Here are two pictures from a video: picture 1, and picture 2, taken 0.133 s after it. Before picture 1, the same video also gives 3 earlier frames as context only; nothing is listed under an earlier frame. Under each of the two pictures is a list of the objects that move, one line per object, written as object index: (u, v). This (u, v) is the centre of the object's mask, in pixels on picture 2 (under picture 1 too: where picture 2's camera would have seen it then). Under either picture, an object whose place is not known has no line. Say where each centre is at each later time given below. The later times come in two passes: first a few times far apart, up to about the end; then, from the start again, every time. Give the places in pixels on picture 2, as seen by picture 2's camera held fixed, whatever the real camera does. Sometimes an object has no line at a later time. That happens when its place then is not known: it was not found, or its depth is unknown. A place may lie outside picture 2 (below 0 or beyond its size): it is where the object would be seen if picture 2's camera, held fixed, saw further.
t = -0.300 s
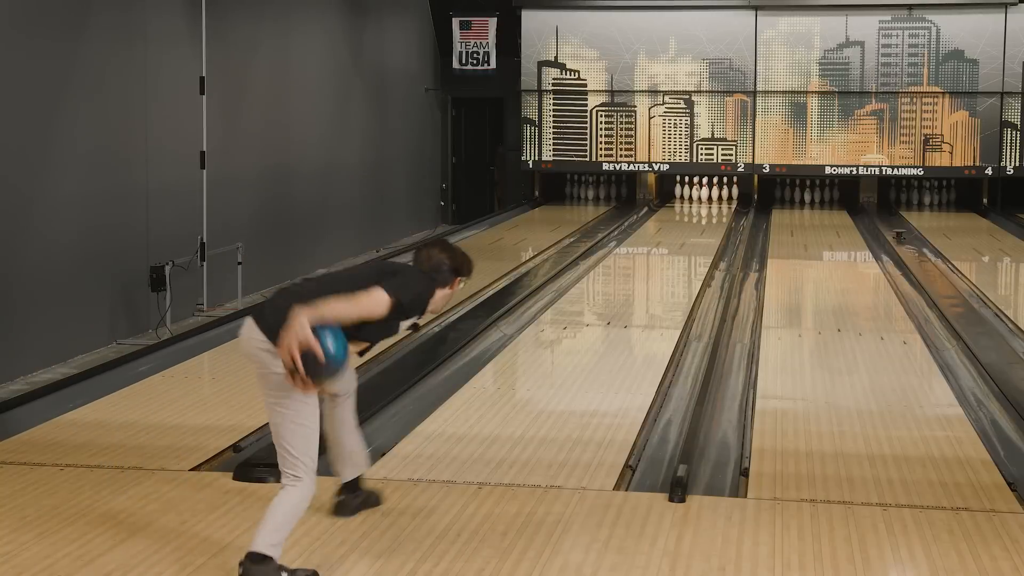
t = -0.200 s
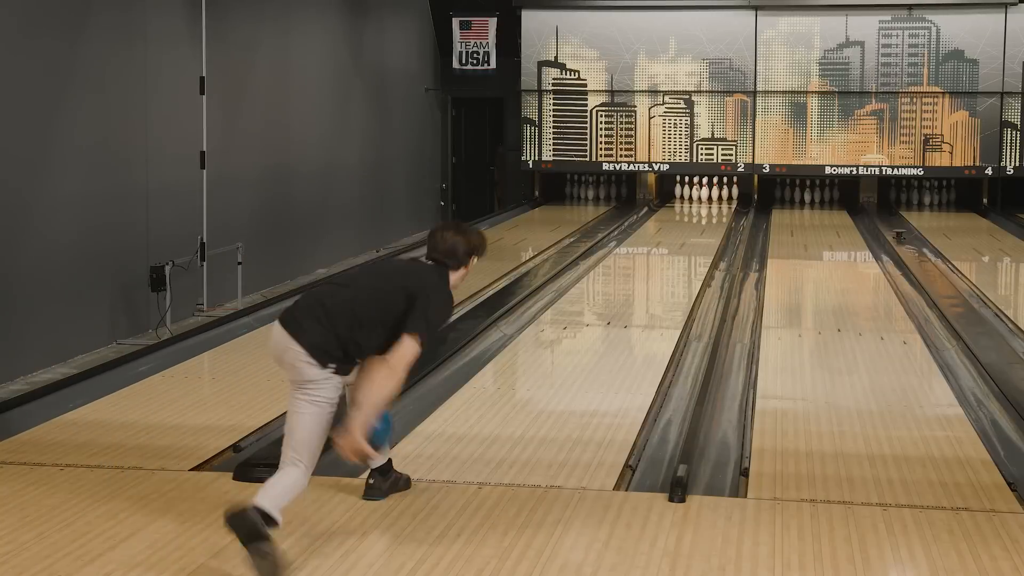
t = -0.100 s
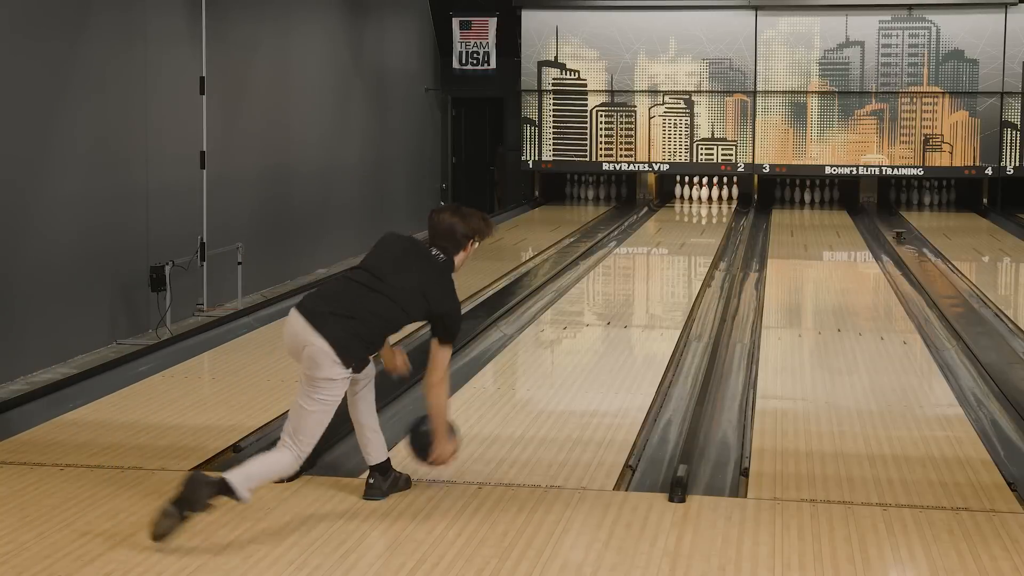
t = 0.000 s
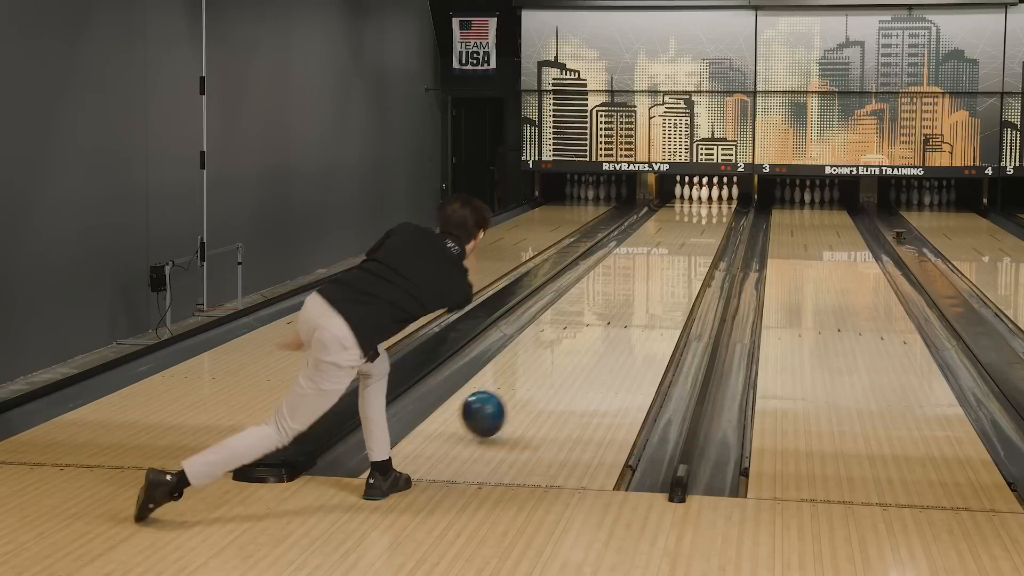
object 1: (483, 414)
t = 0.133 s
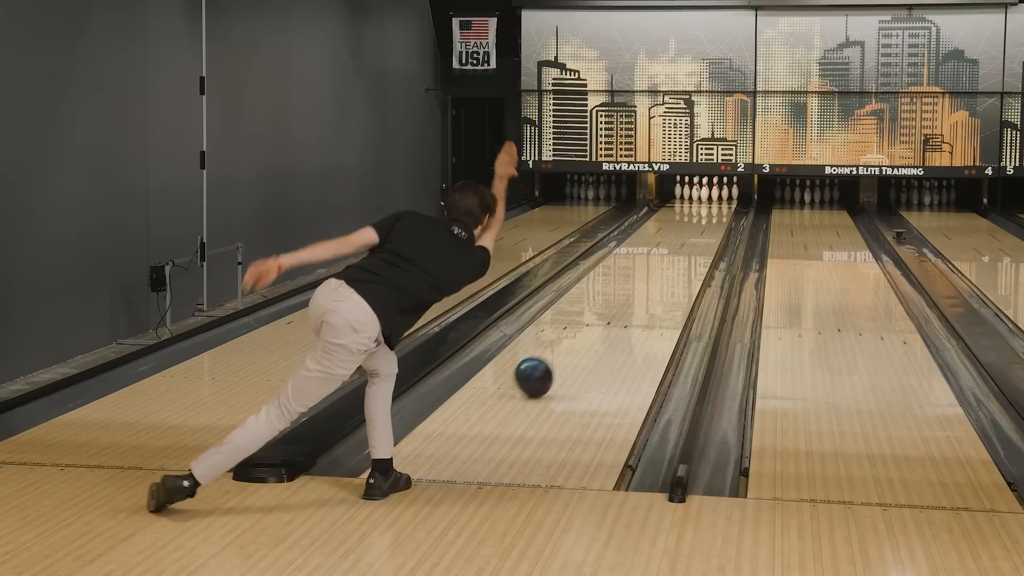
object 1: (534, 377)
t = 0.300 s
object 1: (581, 338)
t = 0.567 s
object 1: (632, 295)
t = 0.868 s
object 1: (670, 262)
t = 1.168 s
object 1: (696, 238)
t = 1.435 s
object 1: (711, 223)
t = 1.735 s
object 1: (719, 209)
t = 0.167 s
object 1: (544, 368)
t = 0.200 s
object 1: (554, 360)
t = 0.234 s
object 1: (564, 352)
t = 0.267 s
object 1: (572, 345)
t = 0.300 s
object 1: (581, 338)
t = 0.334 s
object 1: (588, 331)
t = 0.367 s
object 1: (596, 325)
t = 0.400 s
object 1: (603, 319)
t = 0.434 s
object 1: (609, 314)
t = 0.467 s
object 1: (615, 309)
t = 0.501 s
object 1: (621, 304)
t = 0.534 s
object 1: (627, 300)
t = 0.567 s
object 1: (632, 295)
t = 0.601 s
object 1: (637, 291)
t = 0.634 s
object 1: (642, 287)
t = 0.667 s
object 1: (647, 283)
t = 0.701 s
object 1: (651, 279)
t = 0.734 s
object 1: (655, 275)
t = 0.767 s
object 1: (659, 272)
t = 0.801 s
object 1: (663, 268)
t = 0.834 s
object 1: (666, 265)
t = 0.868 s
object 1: (670, 262)
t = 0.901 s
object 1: (673, 259)
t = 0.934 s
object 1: (676, 256)
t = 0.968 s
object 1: (680, 253)
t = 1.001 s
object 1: (683, 250)
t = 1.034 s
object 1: (685, 248)
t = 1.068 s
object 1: (688, 245)
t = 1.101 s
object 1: (691, 243)
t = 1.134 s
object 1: (693, 241)
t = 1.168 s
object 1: (696, 238)
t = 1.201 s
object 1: (698, 236)
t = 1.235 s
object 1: (700, 234)
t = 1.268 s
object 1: (702, 232)
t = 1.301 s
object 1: (704, 230)
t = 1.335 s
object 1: (706, 228)
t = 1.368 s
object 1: (708, 227)
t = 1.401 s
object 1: (709, 225)
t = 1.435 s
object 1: (711, 223)
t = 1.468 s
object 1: (712, 221)
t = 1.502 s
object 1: (713, 220)
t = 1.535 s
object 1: (715, 218)
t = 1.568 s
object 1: (716, 217)
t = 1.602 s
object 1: (717, 215)
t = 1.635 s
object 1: (717, 214)
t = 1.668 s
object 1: (718, 212)
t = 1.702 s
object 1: (718, 211)
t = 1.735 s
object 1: (719, 209)
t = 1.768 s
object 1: (719, 208)
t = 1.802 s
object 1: (719, 207)
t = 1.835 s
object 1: (719, 206)
